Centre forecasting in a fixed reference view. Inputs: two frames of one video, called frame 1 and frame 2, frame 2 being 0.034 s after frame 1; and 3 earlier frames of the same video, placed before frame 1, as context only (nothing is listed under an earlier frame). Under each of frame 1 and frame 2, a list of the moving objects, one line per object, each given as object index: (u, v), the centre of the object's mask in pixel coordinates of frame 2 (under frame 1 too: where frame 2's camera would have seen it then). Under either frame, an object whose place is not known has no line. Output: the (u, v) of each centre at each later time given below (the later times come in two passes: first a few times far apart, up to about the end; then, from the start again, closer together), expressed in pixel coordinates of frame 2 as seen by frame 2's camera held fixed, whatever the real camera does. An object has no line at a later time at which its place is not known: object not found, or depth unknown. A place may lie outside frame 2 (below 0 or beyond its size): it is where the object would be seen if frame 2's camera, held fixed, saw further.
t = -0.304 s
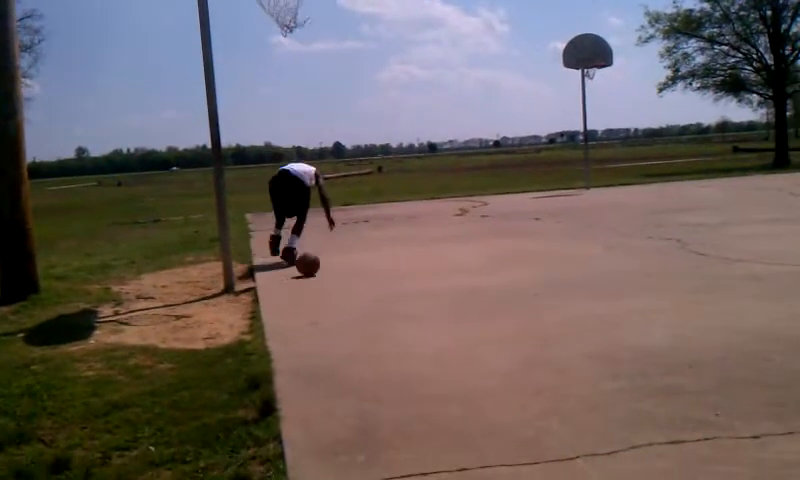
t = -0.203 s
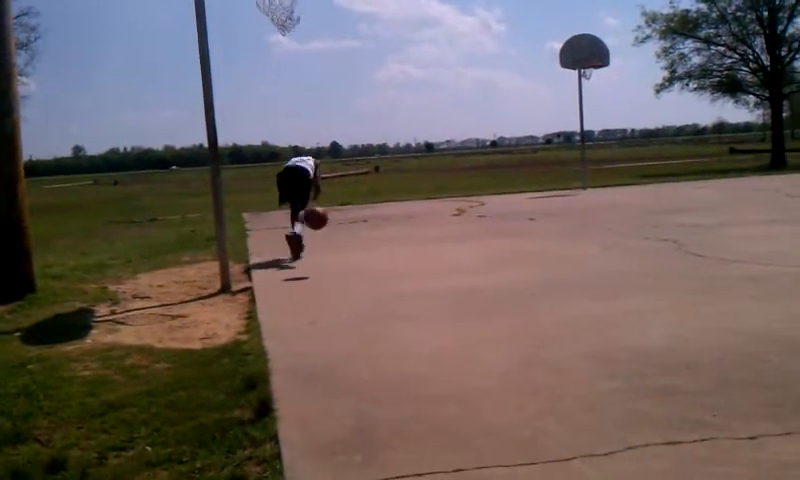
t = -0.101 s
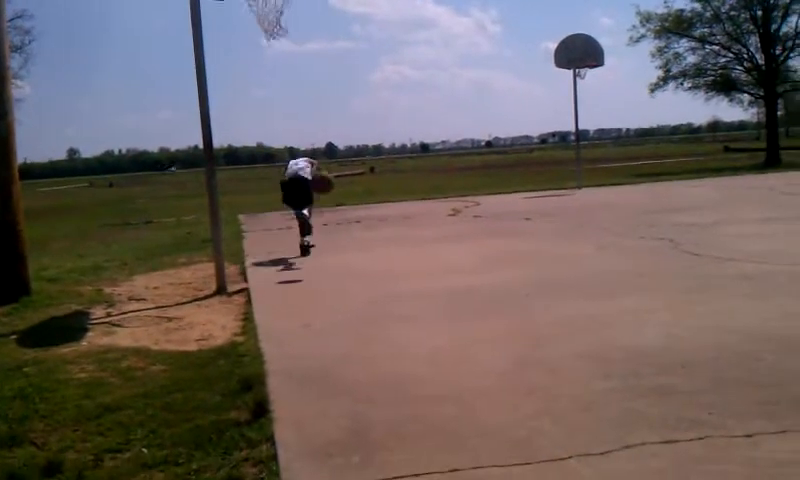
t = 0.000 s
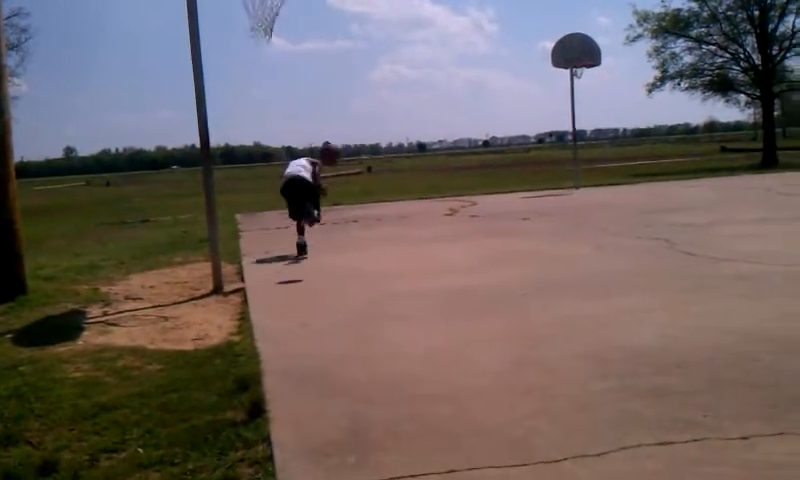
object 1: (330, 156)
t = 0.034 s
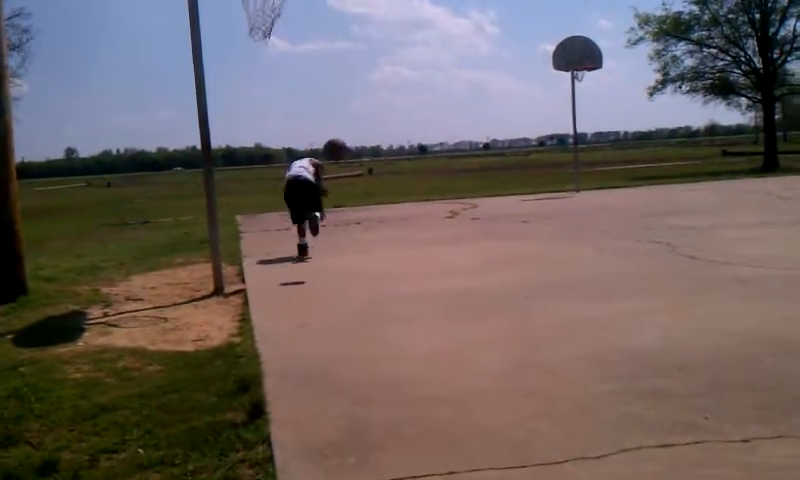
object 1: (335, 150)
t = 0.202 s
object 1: (357, 131)
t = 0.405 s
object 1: (387, 151)
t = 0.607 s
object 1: (419, 221)
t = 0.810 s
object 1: (440, 209)
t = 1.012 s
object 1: (458, 173)
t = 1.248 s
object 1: (480, 174)
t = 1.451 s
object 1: (502, 214)
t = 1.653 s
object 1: (520, 210)
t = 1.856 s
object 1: (535, 187)
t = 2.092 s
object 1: (555, 202)
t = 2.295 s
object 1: (573, 221)
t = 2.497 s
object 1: (585, 198)
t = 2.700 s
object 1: (597, 207)
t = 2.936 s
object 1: (610, 210)
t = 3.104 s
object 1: (617, 202)
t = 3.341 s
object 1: (627, 218)
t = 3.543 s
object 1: (634, 206)
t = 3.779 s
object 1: (641, 216)
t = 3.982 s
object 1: (646, 210)
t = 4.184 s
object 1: (651, 213)
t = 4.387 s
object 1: (657, 217)
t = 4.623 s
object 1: (662, 215)
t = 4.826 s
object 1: (664, 214)
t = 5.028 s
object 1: (668, 214)
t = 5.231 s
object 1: (669, 215)
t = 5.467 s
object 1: (670, 214)
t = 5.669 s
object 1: (670, 215)
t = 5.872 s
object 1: (670, 215)
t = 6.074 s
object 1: (669, 215)
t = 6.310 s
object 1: (668, 214)
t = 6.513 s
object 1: (667, 214)
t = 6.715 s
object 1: (667, 214)
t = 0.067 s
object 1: (340, 145)
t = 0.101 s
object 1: (344, 139)
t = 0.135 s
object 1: (348, 135)
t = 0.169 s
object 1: (352, 133)
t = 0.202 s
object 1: (357, 131)
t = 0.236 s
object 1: (361, 130)
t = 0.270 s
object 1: (365, 132)
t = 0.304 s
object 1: (369, 134)
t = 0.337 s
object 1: (374, 136)
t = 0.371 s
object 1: (379, 140)
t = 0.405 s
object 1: (387, 151)
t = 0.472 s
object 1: (400, 174)
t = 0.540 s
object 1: (409, 196)
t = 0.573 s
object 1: (414, 208)
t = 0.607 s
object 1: (419, 221)
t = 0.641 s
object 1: (424, 234)
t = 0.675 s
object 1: (428, 249)
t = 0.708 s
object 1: (431, 240)
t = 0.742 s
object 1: (434, 229)
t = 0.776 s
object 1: (437, 218)
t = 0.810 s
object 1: (440, 209)
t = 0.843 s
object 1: (442, 201)
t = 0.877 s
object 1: (445, 193)
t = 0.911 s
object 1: (449, 186)
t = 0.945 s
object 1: (451, 181)
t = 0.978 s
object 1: (454, 177)
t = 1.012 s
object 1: (458, 173)
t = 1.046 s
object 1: (461, 169)
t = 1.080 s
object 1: (464, 168)
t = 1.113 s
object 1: (468, 167)
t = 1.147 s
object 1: (471, 167)
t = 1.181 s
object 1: (475, 168)
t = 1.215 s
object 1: (477, 170)
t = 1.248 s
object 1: (480, 174)
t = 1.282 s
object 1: (485, 178)
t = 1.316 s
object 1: (489, 183)
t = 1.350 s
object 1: (493, 189)
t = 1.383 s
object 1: (496, 196)
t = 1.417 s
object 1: (499, 205)
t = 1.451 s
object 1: (502, 214)
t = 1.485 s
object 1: (506, 224)
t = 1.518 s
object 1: (510, 235)
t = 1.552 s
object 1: (512, 235)
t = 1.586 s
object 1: (515, 225)
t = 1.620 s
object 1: (518, 218)
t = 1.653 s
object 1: (520, 210)
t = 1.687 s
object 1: (523, 205)
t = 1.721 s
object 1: (525, 199)
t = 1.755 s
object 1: (528, 195)
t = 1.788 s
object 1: (530, 192)
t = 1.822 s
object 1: (533, 189)
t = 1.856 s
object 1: (535, 187)
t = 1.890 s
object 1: (538, 187)
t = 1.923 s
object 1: (540, 187)
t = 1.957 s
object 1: (543, 188)
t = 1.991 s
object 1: (547, 190)
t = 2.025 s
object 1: (550, 193)
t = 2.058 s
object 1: (553, 197)
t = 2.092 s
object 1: (555, 202)
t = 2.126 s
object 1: (559, 208)
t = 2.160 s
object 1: (562, 214)
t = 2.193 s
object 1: (565, 222)
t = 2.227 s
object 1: (569, 230)
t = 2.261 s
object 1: (571, 227)
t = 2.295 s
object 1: (573, 221)
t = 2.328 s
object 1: (574, 215)
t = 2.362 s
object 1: (576, 210)
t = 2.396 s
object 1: (578, 205)
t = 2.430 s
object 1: (580, 202)
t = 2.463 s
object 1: (582, 199)
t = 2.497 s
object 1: (585, 198)
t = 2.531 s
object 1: (586, 198)
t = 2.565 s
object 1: (589, 197)
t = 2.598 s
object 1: (591, 198)
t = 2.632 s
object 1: (593, 200)
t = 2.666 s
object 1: (595, 203)
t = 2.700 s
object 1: (597, 207)
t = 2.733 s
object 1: (600, 211)
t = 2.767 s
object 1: (602, 217)
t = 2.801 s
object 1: (604, 223)
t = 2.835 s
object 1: (606, 225)
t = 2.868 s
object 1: (607, 219)
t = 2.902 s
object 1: (609, 214)
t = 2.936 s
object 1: (610, 210)
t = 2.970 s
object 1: (611, 206)
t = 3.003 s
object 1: (613, 202)
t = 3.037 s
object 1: (614, 201)
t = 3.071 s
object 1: (616, 201)
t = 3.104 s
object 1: (617, 202)
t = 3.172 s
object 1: (620, 206)
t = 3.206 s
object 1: (621, 210)
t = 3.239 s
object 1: (624, 214)
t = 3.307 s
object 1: (626, 224)
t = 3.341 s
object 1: (627, 218)
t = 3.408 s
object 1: (629, 211)
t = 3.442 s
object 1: (630, 208)
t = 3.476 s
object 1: (631, 207)
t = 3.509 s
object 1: (632, 206)
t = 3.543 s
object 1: (634, 206)
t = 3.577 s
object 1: (634, 207)
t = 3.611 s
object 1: (636, 209)
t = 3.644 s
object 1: (637, 211)
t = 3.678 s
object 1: (638, 215)
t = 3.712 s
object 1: (640, 219)
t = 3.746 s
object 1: (640, 219)
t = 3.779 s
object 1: (641, 216)
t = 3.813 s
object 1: (642, 212)
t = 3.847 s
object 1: (643, 210)
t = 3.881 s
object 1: (643, 209)
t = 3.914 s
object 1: (644, 209)
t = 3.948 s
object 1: (646, 208)
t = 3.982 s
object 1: (646, 210)
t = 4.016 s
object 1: (647, 212)
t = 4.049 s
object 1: (648, 214)
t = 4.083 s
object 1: (650, 218)
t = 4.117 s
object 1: (650, 219)
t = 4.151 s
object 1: (651, 216)
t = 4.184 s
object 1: (651, 213)
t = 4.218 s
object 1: (652, 212)
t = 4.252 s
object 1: (653, 211)
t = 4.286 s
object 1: (654, 211)
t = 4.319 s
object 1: (655, 212)
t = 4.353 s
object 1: (656, 215)
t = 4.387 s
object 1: (657, 217)
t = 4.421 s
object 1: (658, 217)
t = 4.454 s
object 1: (658, 215)
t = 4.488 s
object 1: (659, 213)
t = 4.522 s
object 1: (660, 212)
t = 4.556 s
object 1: (660, 212)
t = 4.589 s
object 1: (661, 213)
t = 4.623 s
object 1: (662, 215)
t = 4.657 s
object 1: (663, 217)
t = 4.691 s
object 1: (663, 216)
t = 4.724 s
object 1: (663, 214)
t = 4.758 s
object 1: (664, 214)
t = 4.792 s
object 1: (664, 213)
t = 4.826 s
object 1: (664, 214)
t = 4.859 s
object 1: (665, 215)
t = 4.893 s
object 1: (666, 216)
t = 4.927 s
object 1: (666, 215)
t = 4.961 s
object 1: (666, 214)
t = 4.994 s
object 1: (667, 214)
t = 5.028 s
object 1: (668, 214)
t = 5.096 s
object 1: (668, 215)
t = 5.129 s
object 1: (668, 215)
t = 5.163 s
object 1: (669, 214)
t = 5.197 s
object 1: (669, 214)
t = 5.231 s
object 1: (669, 215)
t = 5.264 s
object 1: (670, 215)
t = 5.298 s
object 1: (669, 215)
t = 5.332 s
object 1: (670, 215)
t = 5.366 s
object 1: (670, 215)
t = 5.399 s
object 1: (670, 215)
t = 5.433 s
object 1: (670, 215)
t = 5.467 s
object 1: (670, 214)
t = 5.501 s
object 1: (670, 215)
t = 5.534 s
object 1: (670, 215)
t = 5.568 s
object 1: (671, 215)
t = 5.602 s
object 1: (670, 215)
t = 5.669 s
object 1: (670, 215)
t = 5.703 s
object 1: (670, 215)
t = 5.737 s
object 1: (670, 215)
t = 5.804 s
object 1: (670, 215)
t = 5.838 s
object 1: (670, 215)
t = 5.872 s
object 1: (670, 215)
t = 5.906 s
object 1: (670, 215)
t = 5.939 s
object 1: (669, 215)
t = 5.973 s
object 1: (669, 215)
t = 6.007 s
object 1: (669, 215)
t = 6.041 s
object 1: (669, 215)
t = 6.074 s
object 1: (669, 215)
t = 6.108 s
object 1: (669, 214)
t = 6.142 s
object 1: (669, 215)
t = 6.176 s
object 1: (669, 214)
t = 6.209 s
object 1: (669, 215)
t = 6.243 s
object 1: (669, 214)
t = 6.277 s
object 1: (668, 215)
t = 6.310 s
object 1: (668, 214)
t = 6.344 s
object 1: (669, 215)
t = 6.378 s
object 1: (668, 215)
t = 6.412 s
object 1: (667, 215)
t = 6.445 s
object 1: (667, 214)
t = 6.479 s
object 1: (667, 214)
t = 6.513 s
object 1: (667, 214)
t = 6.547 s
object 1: (667, 214)
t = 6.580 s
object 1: (667, 214)
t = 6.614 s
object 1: (667, 214)
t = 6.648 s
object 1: (667, 214)
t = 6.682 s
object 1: (667, 214)
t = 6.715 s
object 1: (667, 214)
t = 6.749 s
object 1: (666, 214)
